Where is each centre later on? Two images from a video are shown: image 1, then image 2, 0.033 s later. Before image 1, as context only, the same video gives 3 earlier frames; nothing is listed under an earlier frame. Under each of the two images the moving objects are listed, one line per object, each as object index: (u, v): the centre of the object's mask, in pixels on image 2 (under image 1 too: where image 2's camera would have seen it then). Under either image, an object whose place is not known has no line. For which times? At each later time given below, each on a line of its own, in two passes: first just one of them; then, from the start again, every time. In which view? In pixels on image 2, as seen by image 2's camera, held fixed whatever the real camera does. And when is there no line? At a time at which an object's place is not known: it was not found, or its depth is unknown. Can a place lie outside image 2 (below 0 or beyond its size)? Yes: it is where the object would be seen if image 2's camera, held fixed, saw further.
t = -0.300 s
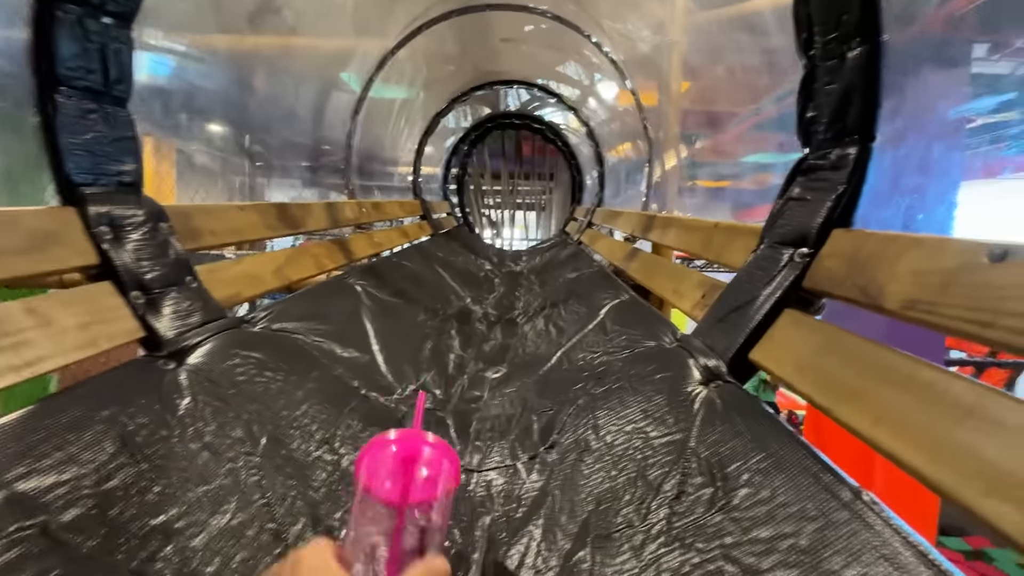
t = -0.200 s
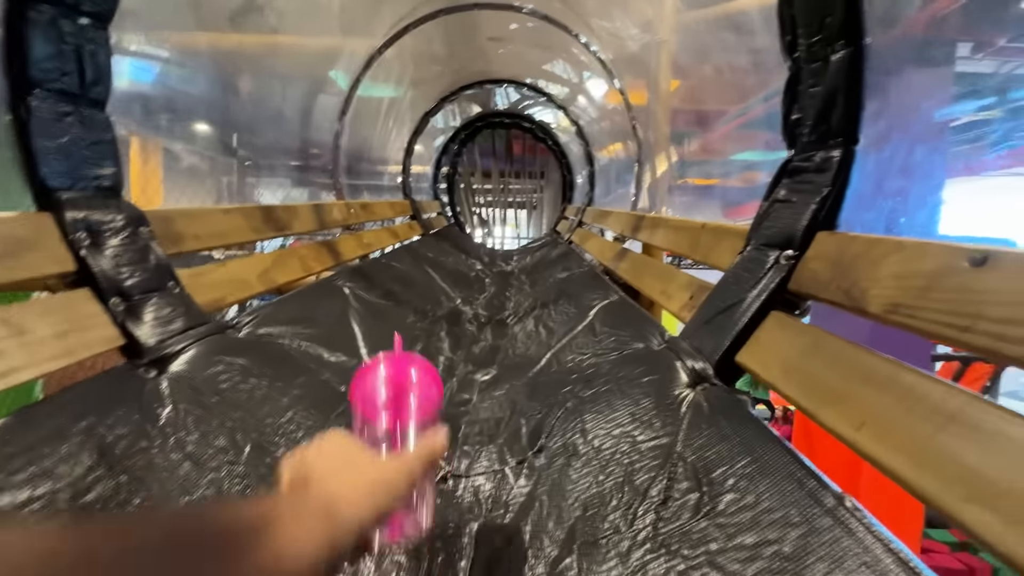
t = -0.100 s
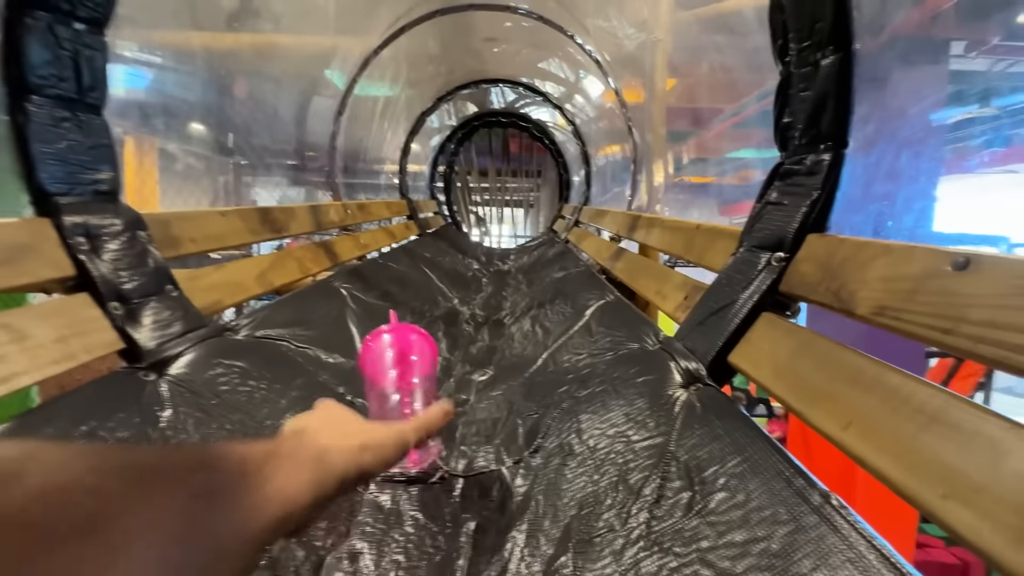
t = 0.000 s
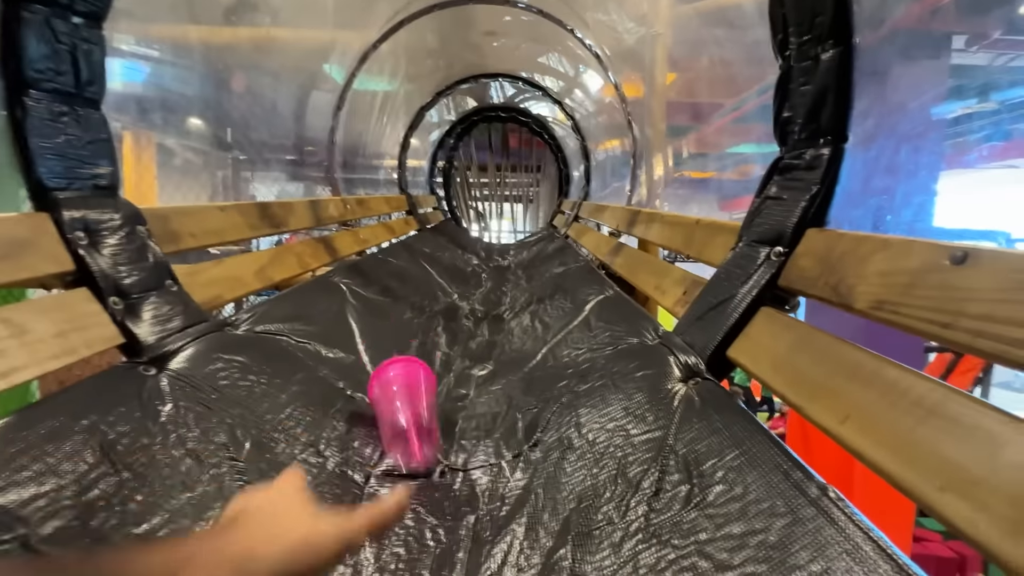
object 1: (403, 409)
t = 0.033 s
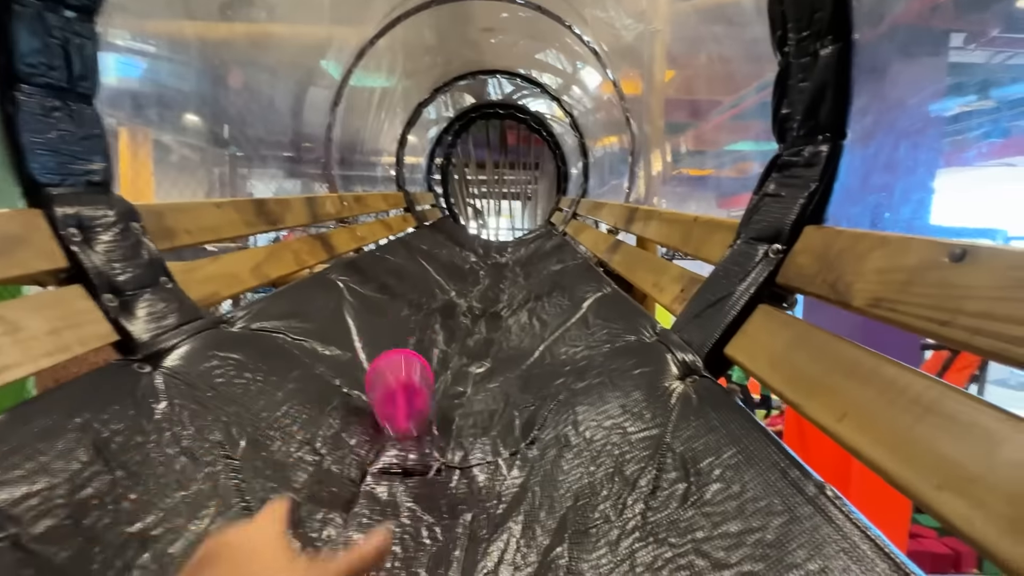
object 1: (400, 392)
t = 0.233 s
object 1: (358, 387)
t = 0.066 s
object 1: (398, 384)
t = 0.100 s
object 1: (390, 369)
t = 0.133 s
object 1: (382, 365)
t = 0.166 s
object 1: (373, 369)
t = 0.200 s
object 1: (368, 375)
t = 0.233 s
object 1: (358, 387)
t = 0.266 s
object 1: (352, 405)
